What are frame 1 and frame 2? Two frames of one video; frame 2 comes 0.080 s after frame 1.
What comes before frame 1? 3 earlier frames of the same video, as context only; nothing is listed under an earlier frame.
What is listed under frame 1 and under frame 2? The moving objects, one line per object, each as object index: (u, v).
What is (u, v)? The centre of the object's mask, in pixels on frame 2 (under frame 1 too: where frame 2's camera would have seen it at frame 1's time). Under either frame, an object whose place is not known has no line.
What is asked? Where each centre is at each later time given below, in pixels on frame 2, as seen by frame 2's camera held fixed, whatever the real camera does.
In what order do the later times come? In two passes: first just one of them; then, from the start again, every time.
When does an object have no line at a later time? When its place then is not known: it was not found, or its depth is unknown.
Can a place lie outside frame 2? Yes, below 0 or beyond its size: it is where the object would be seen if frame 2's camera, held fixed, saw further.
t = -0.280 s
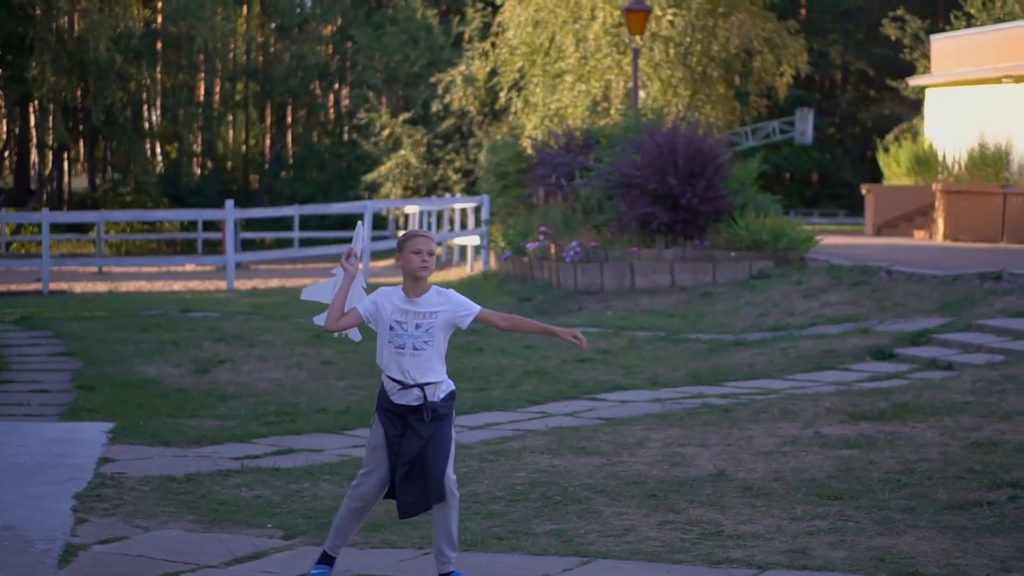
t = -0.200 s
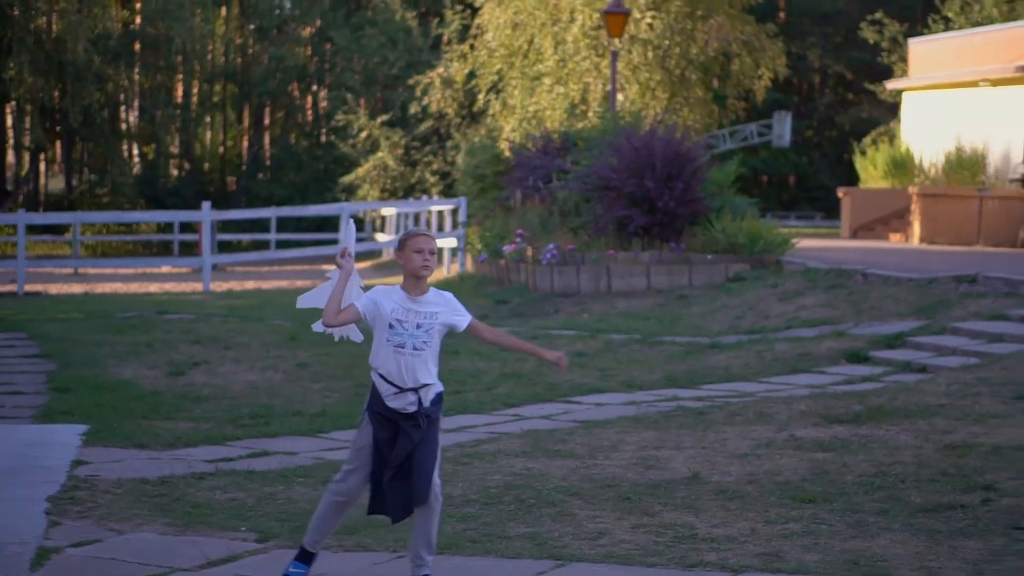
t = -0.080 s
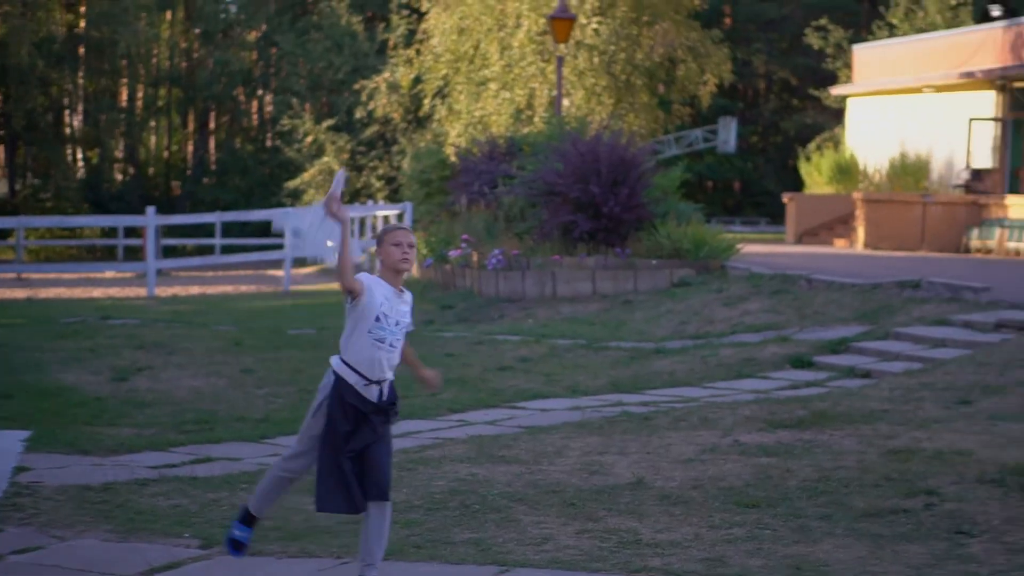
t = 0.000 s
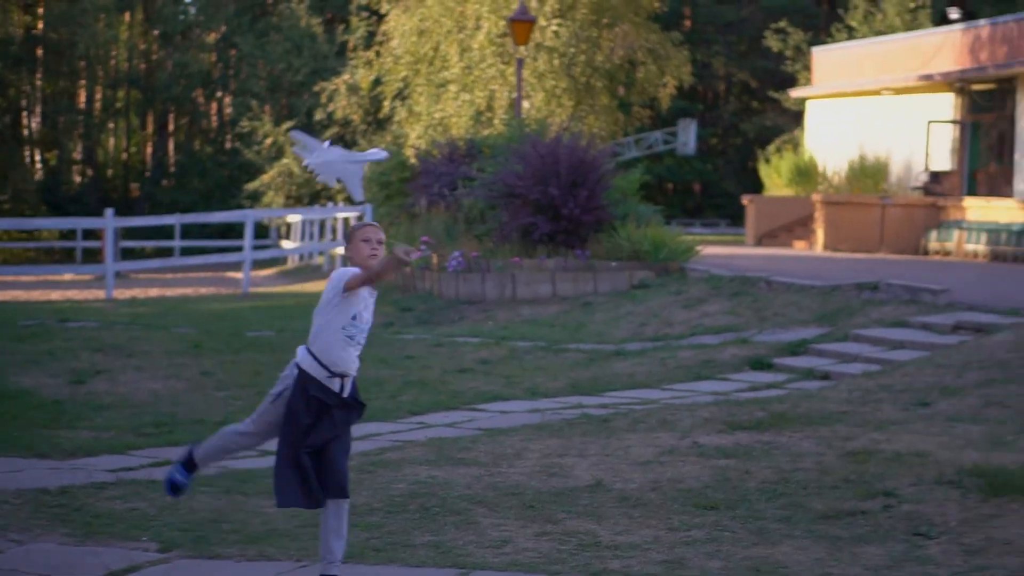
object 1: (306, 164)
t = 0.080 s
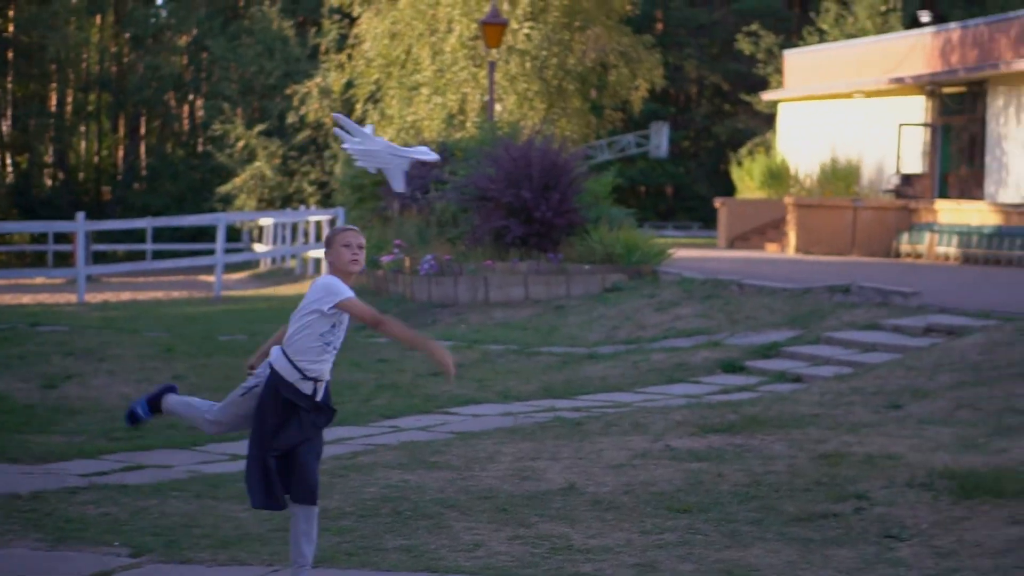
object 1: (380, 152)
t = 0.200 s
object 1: (503, 177)
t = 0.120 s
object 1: (420, 157)
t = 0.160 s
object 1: (461, 166)
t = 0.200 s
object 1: (503, 177)
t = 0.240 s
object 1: (547, 190)
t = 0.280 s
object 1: (594, 205)
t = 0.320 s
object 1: (643, 219)
